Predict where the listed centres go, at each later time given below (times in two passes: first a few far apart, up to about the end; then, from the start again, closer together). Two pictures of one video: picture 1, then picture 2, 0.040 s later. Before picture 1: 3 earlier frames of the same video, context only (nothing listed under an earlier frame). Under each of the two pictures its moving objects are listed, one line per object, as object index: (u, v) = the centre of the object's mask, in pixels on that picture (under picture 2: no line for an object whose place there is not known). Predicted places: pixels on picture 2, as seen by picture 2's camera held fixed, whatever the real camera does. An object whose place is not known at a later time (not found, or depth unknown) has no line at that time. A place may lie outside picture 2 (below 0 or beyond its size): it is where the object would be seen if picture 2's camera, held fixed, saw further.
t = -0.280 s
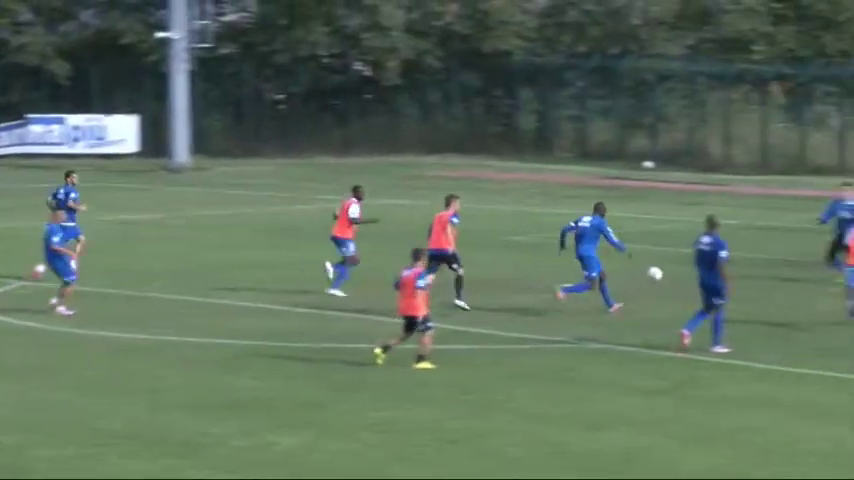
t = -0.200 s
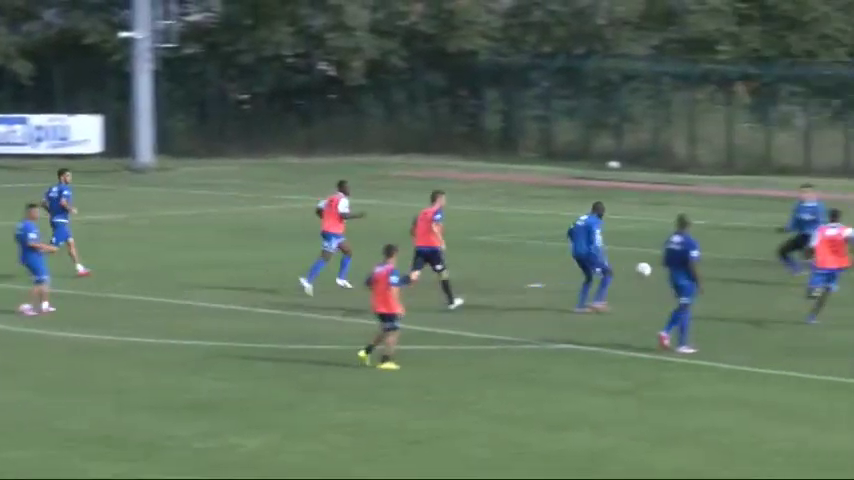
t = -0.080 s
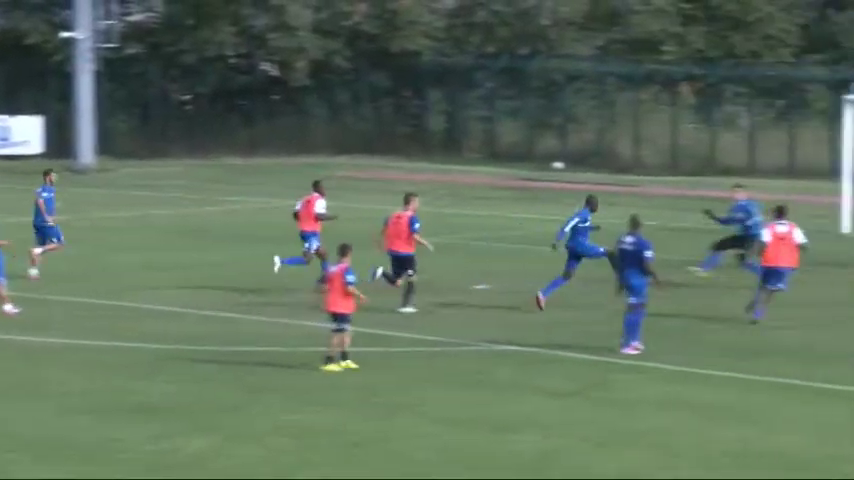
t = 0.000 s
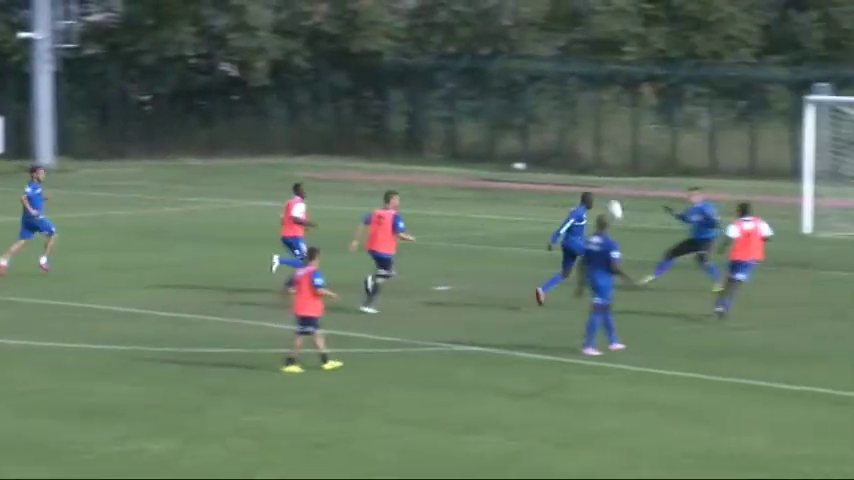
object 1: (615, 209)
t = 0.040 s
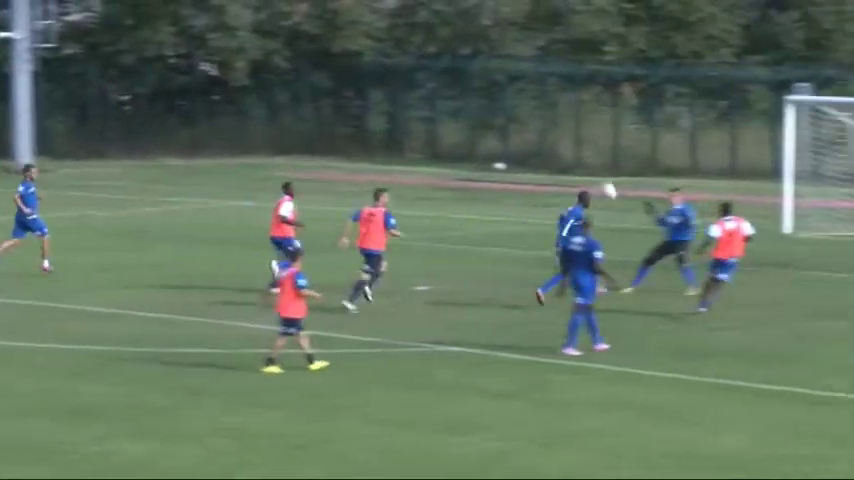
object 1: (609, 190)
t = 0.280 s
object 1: (686, 101)
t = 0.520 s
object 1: (755, 54)
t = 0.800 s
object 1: (829, 49)
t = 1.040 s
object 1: (887, 82)
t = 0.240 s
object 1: (673, 113)
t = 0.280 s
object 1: (686, 101)
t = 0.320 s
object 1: (698, 91)
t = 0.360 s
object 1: (710, 81)
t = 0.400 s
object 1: (721, 72)
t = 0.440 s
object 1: (733, 65)
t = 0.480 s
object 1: (744, 59)
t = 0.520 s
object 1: (755, 54)
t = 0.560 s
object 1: (767, 50)
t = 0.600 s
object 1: (777, 47)
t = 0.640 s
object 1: (788, 46)
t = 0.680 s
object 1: (799, 44)
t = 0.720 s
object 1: (810, 45)
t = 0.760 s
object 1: (820, 46)
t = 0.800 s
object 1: (829, 49)
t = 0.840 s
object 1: (840, 52)
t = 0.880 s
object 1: (849, 56)
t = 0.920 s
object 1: (859, 61)
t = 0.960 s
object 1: (869, 68)
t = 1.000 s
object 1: (878, 75)
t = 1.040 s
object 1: (887, 82)
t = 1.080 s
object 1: (897, 91)
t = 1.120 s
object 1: (907, 100)
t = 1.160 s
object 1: (916, 111)
